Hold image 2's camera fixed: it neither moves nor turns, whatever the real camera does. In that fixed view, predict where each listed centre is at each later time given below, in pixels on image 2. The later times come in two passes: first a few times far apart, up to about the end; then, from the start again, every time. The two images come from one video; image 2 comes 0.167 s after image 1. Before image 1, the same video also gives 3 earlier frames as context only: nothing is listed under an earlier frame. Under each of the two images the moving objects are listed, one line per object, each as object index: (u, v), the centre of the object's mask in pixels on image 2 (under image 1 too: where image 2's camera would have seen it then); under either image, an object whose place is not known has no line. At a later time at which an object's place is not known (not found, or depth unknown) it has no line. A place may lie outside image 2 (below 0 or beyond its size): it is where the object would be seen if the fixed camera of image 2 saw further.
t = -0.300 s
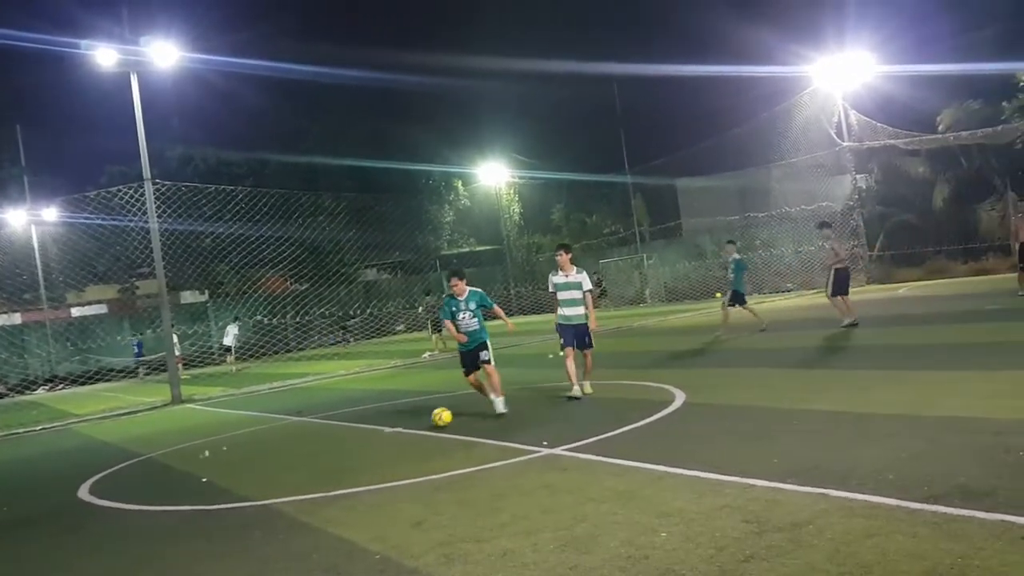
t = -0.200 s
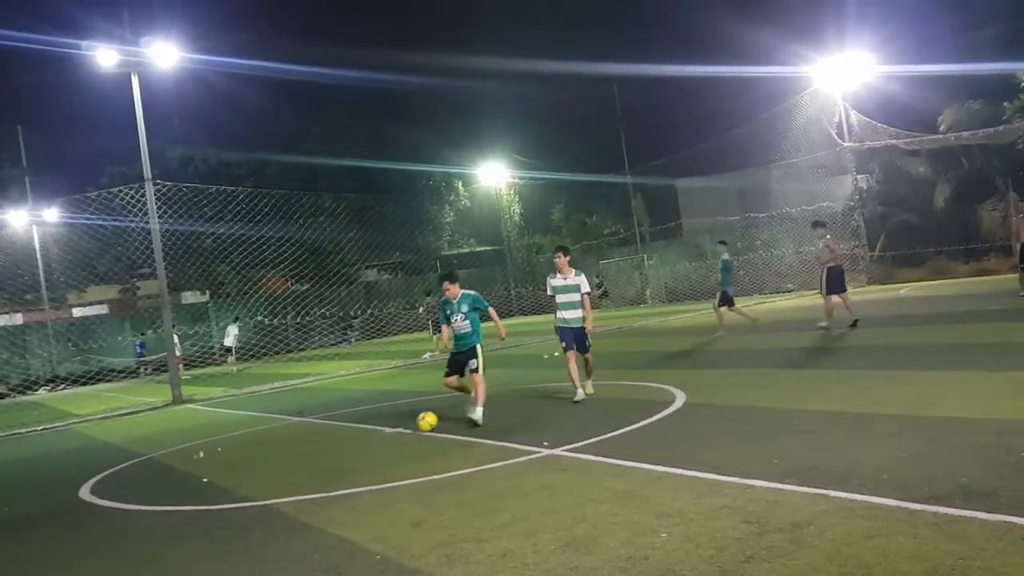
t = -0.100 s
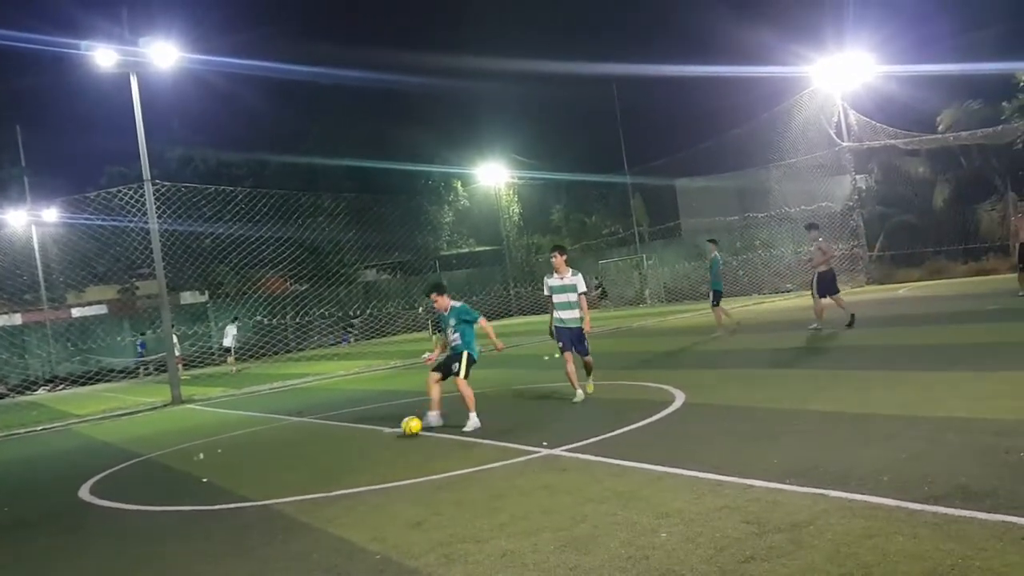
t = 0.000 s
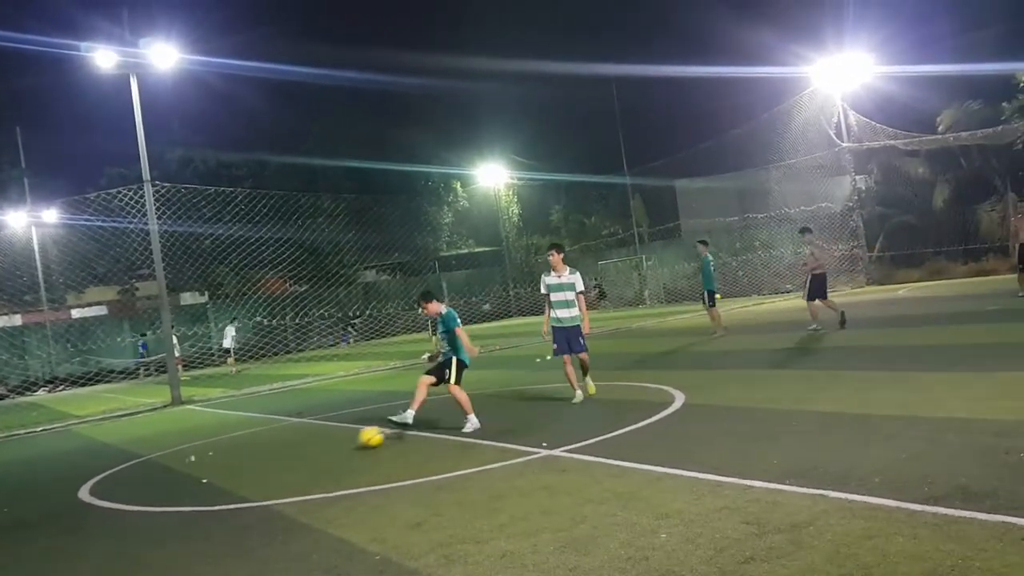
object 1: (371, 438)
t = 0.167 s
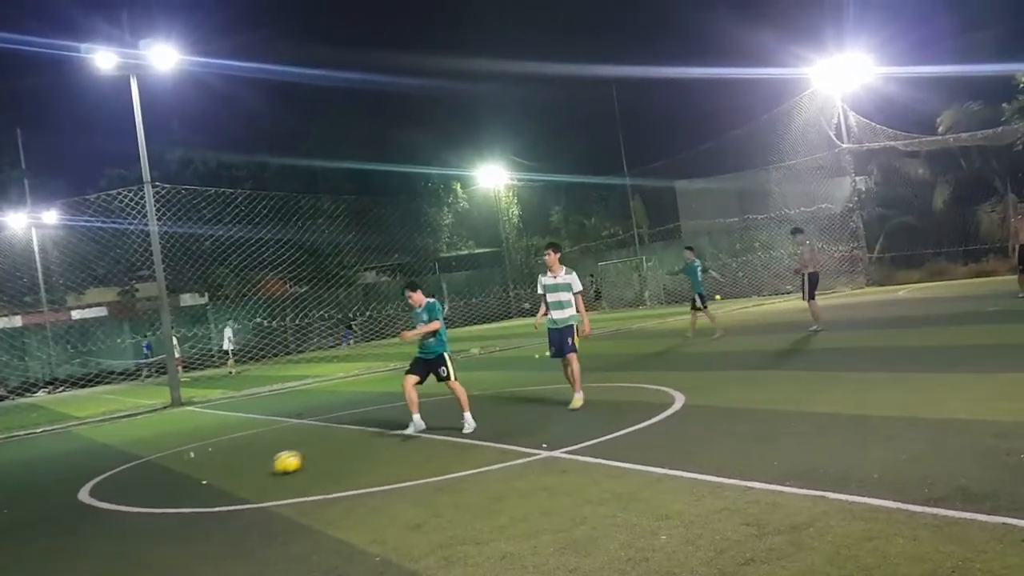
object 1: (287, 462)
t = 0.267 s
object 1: (235, 475)
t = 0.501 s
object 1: (104, 509)
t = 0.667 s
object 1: (3, 538)
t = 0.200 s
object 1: (270, 466)
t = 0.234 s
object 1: (252, 471)
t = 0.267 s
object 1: (235, 475)
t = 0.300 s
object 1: (218, 480)
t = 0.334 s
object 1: (199, 485)
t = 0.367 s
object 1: (181, 490)
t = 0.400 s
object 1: (164, 493)
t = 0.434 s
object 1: (145, 498)
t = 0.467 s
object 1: (125, 504)
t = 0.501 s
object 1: (104, 509)
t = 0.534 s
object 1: (83, 515)
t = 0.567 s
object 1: (64, 521)
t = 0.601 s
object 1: (40, 528)
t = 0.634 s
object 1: (18, 534)
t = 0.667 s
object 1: (3, 538)
